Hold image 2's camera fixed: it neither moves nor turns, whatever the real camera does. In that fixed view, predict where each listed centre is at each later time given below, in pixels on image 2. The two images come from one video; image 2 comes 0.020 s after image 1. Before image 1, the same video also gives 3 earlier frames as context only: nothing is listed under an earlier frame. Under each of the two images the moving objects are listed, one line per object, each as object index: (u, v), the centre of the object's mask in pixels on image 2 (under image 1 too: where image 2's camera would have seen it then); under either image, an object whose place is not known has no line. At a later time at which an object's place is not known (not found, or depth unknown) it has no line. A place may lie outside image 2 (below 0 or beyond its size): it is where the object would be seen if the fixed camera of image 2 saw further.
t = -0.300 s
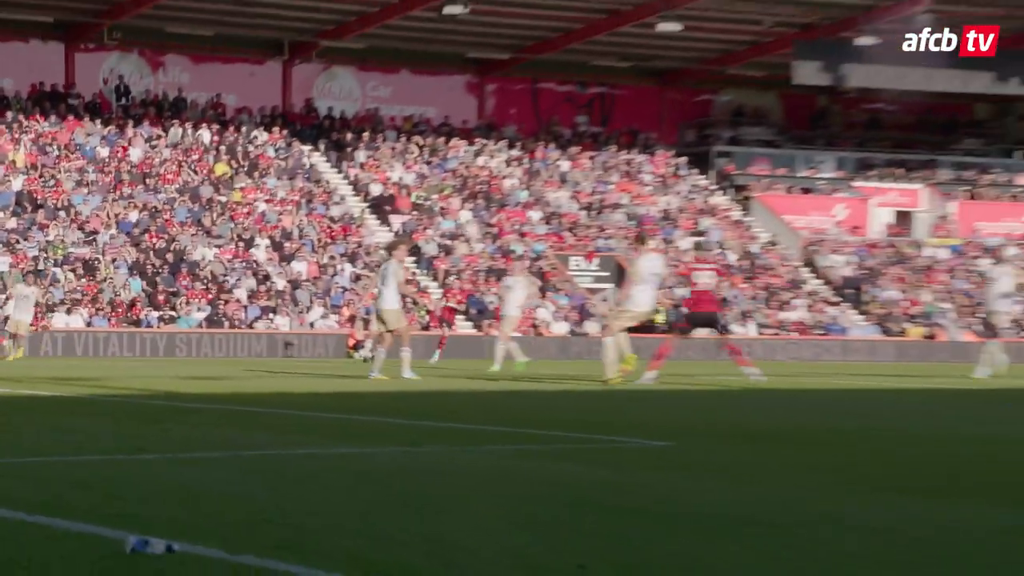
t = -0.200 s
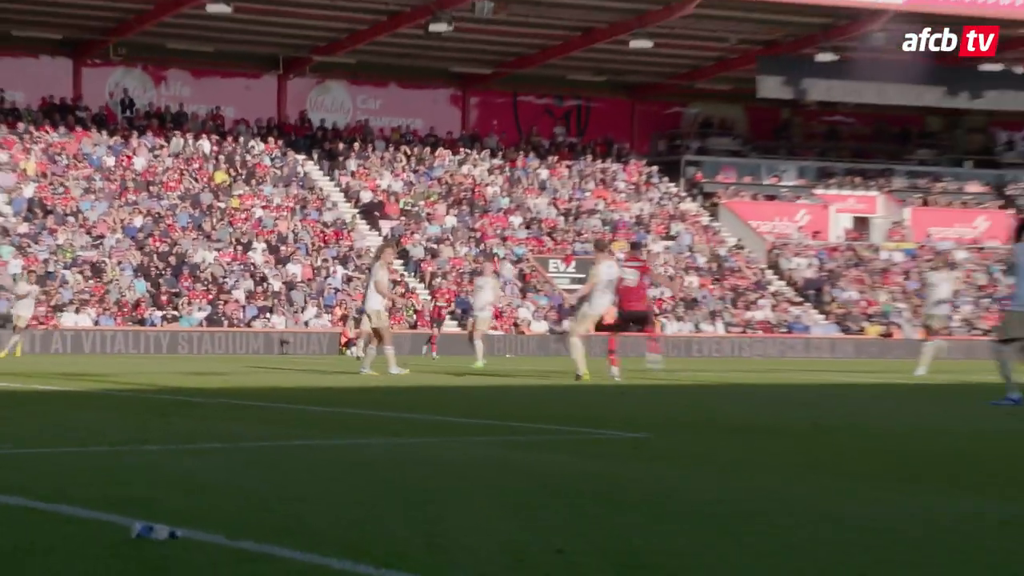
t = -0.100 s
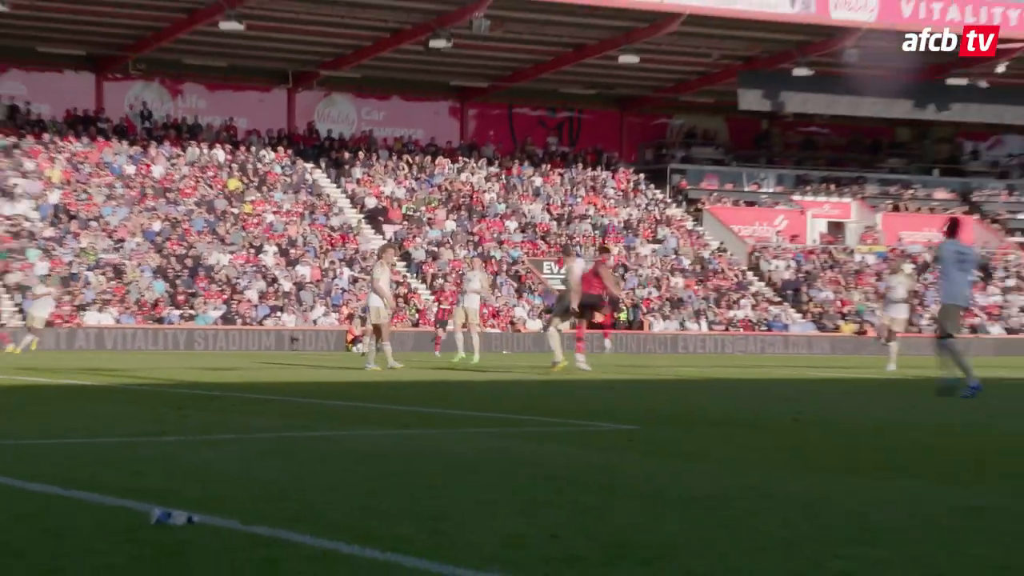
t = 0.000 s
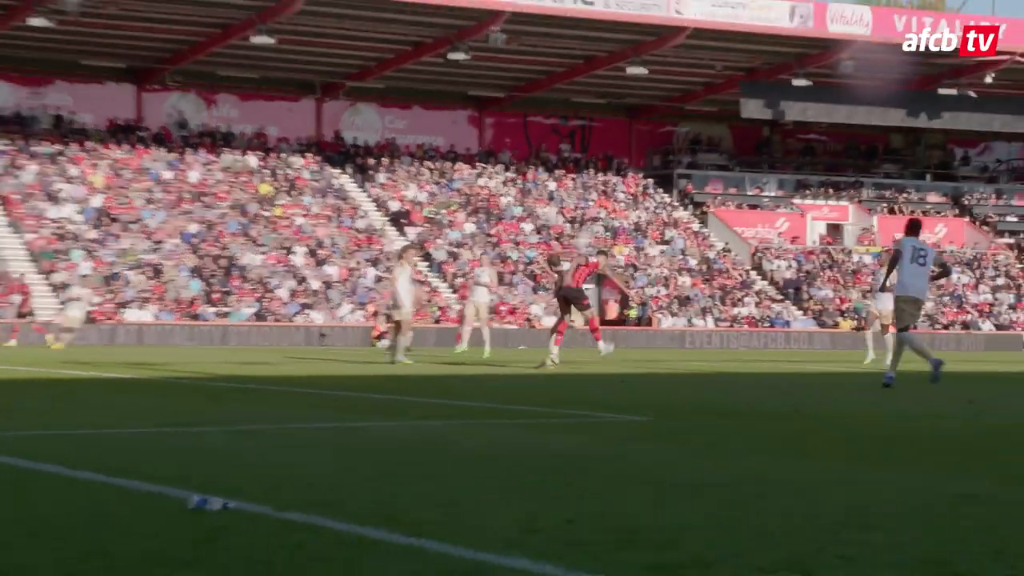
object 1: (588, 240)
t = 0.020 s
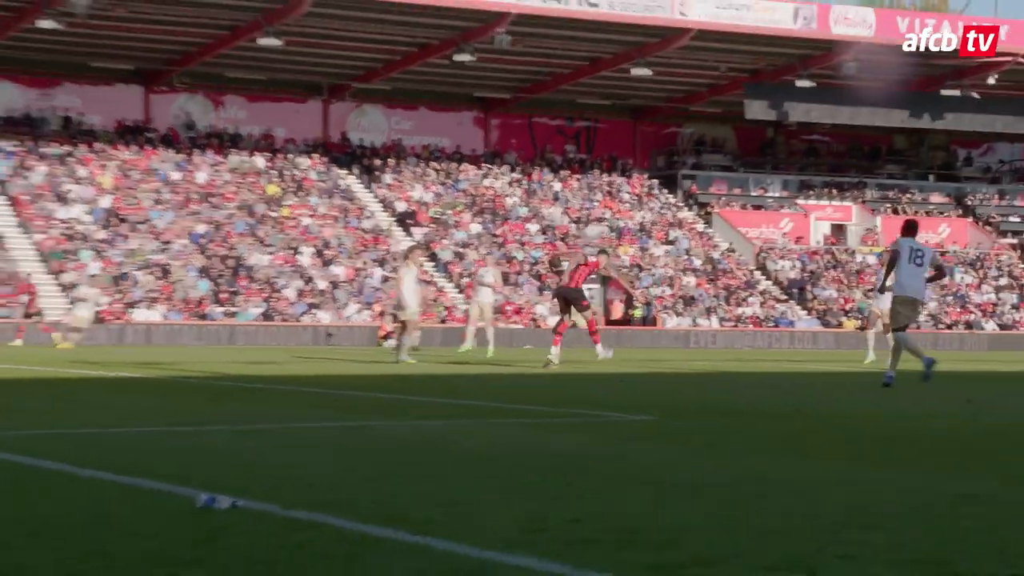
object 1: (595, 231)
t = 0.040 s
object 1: (597, 224)
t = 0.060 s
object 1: (599, 214)
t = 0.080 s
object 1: (601, 204)
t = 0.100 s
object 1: (605, 198)
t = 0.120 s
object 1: (613, 189)
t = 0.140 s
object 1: (615, 183)
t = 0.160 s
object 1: (620, 176)
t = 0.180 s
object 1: (622, 170)
